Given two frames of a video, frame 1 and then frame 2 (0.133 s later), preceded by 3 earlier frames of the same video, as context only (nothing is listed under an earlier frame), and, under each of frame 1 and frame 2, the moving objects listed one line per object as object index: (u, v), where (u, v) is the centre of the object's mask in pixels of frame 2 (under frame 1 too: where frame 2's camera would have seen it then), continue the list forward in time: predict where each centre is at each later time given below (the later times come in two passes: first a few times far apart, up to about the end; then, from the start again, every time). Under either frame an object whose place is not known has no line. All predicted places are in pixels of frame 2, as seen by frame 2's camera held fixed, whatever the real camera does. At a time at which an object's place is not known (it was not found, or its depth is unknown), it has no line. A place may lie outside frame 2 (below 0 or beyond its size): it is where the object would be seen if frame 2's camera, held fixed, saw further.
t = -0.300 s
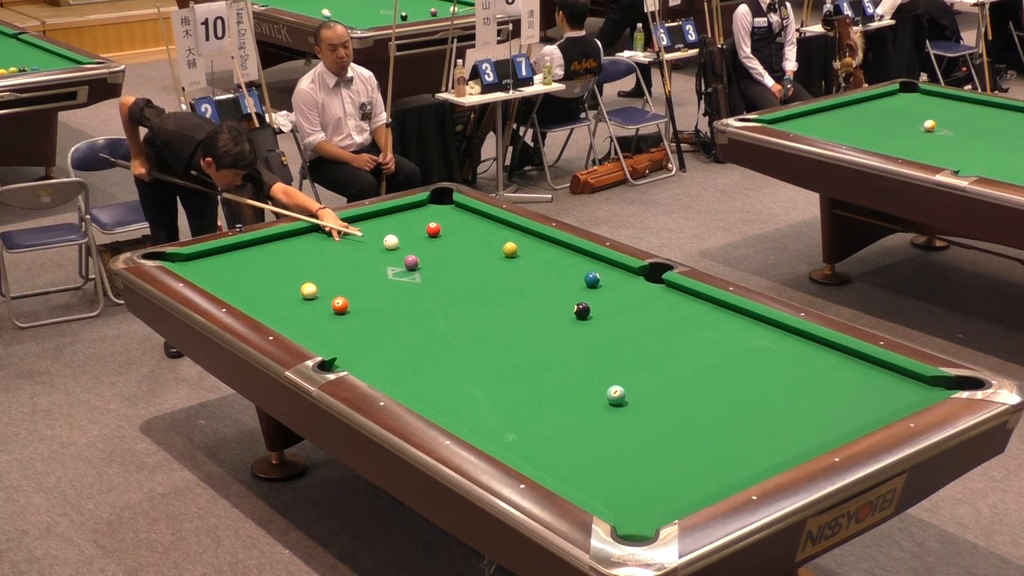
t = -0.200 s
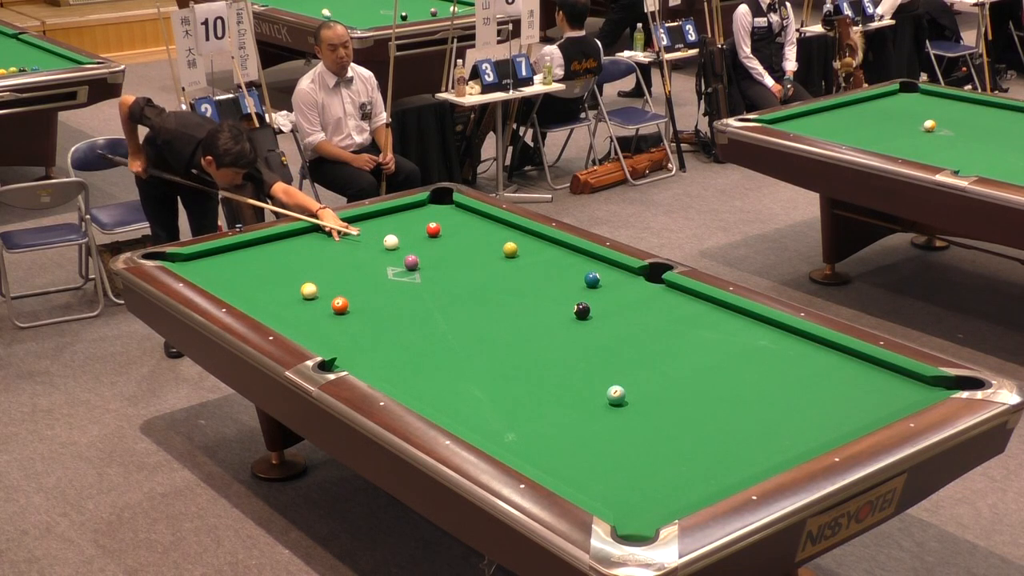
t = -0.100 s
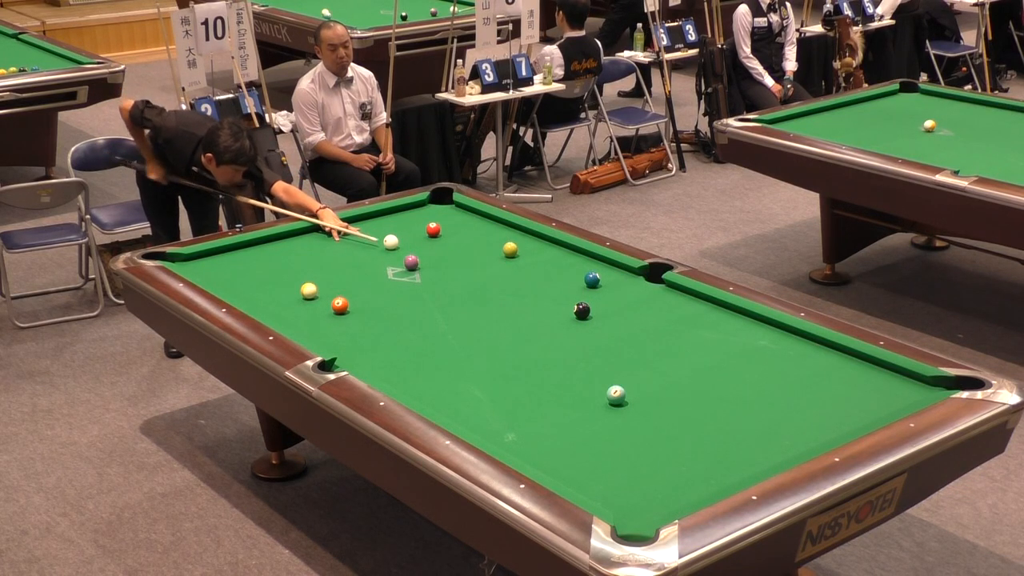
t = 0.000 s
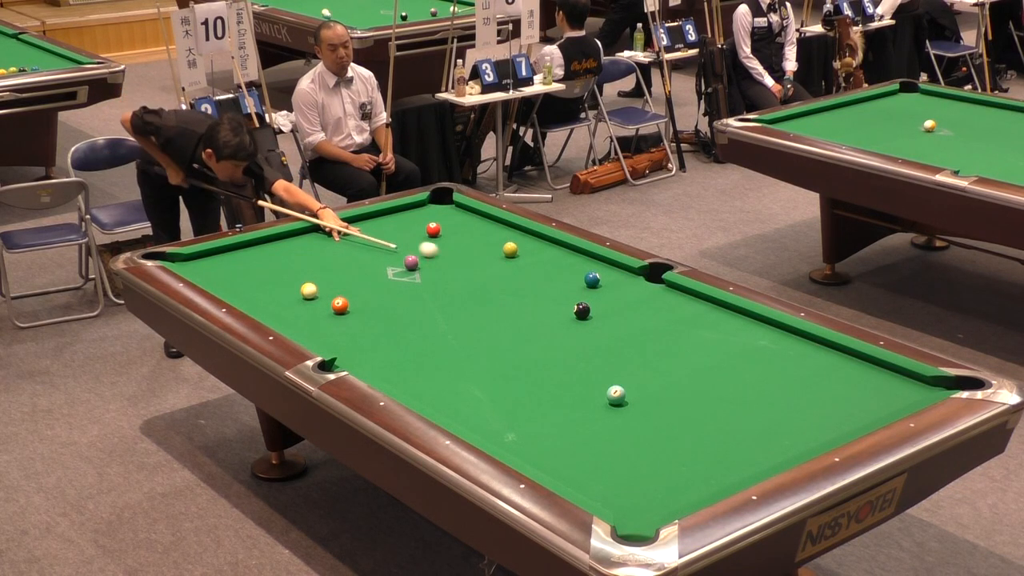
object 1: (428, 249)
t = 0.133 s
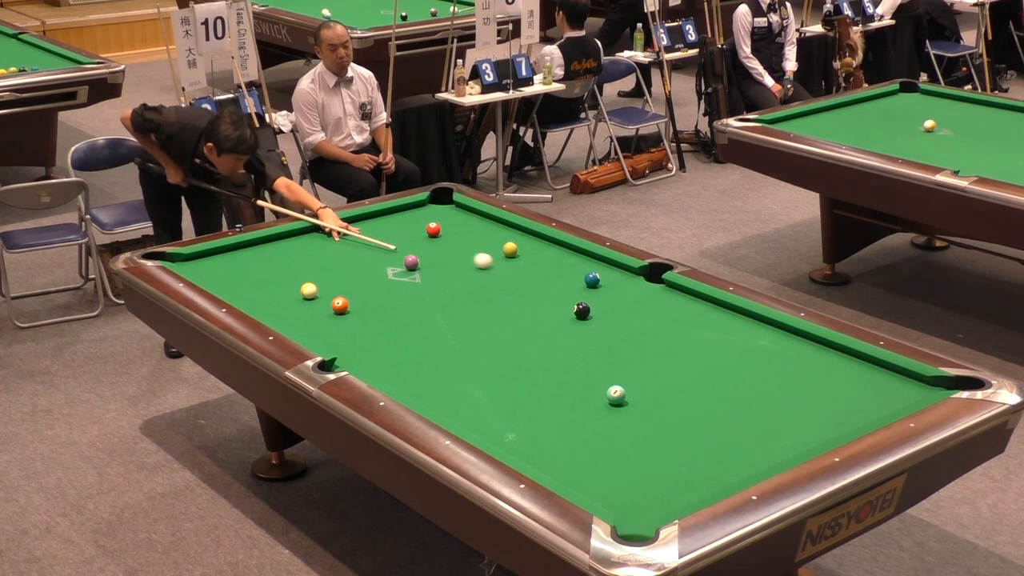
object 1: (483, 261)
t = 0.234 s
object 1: (519, 268)
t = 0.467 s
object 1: (583, 287)
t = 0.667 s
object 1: (616, 306)
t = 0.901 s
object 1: (656, 331)
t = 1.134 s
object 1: (700, 357)
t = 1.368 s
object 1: (748, 385)
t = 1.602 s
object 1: (798, 415)
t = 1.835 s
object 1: (804, 431)
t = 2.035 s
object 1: (758, 426)
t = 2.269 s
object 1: (707, 421)
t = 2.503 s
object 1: (659, 416)
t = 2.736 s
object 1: (614, 413)
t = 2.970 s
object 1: (571, 408)
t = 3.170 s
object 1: (536, 405)
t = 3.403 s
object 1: (497, 402)
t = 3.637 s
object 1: (460, 399)
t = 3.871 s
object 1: (426, 395)
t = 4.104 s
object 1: (411, 388)
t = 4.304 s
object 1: (409, 381)
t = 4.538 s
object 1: (408, 373)
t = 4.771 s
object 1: (407, 366)
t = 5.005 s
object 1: (406, 360)
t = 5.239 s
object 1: (406, 354)
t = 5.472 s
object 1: (405, 349)
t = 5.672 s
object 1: (405, 345)
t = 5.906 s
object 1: (405, 341)
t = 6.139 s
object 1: (405, 338)
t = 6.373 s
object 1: (405, 336)
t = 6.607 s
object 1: (405, 334)
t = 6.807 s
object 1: (404, 332)
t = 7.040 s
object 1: (404, 331)
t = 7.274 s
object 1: (404, 331)
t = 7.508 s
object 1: (405, 331)
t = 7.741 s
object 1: (405, 331)
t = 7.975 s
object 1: (404, 331)
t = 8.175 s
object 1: (404, 331)
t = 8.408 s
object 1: (404, 331)
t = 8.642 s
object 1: (404, 331)
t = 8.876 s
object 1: (404, 331)
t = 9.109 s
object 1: (404, 331)
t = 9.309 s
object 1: (404, 331)
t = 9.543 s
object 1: (404, 331)
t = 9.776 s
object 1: (404, 331)
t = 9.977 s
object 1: (404, 331)
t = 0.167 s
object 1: (495, 264)
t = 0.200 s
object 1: (507, 266)
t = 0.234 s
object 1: (519, 268)
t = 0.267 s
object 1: (530, 271)
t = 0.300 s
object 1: (541, 273)
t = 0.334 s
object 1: (552, 275)
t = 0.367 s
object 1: (563, 278)
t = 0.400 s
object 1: (574, 280)
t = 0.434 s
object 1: (579, 283)
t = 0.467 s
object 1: (583, 287)
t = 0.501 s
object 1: (588, 290)
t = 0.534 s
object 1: (594, 293)
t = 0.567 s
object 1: (599, 296)
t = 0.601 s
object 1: (604, 300)
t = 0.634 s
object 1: (610, 303)
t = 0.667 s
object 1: (616, 306)
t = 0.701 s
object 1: (621, 310)
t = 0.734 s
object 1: (627, 313)
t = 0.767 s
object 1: (633, 317)
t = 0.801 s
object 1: (639, 320)
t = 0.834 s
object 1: (645, 324)
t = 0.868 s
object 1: (651, 327)
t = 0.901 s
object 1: (656, 331)
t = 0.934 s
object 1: (662, 334)
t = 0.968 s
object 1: (669, 338)
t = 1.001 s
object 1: (675, 342)
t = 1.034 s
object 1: (681, 345)
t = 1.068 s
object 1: (687, 349)
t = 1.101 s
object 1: (694, 353)
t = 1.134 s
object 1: (700, 357)
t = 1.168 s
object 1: (707, 361)
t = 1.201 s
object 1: (713, 365)
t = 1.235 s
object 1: (720, 369)
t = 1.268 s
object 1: (727, 373)
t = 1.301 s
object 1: (733, 377)
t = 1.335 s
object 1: (740, 381)
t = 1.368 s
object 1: (748, 385)
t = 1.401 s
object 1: (754, 389)
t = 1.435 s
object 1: (761, 393)
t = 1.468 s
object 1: (769, 398)
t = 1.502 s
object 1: (776, 402)
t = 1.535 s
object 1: (783, 406)
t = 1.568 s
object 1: (791, 410)
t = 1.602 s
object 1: (798, 415)
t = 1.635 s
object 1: (806, 420)
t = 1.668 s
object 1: (813, 424)
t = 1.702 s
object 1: (821, 428)
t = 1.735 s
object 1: (828, 431)
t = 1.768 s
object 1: (823, 432)
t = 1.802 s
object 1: (813, 432)
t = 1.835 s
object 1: (804, 431)
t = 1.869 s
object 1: (796, 429)
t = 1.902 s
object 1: (788, 429)
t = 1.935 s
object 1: (781, 428)
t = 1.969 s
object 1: (773, 427)
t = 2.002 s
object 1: (765, 427)
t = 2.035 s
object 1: (758, 426)
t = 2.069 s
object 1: (751, 425)
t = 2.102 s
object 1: (743, 424)
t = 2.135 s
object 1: (736, 424)
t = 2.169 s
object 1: (729, 423)
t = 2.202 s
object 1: (721, 422)
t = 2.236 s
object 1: (714, 422)
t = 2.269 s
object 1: (707, 421)
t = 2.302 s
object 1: (700, 420)
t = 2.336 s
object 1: (693, 420)
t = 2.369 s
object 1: (686, 419)
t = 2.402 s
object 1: (679, 418)
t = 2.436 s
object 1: (673, 418)
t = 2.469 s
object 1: (666, 417)
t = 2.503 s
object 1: (659, 416)
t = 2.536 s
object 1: (653, 416)
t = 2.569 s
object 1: (646, 415)
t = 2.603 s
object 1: (640, 415)
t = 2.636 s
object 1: (633, 414)
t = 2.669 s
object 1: (626, 414)
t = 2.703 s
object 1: (620, 413)
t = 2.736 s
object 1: (614, 413)
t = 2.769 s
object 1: (607, 412)
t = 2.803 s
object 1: (601, 411)
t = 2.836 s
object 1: (595, 411)
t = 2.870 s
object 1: (589, 410)
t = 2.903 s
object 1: (583, 409)
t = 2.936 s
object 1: (577, 409)
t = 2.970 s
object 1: (571, 408)
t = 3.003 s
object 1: (565, 408)
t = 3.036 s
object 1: (559, 407)
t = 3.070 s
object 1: (553, 407)
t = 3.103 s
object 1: (547, 406)
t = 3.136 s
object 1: (542, 406)
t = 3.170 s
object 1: (536, 405)
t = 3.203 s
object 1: (530, 405)
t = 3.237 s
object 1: (524, 404)
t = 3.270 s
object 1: (519, 404)
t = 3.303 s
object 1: (513, 403)
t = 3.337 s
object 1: (508, 403)
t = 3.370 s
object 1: (503, 402)
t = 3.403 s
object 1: (497, 402)
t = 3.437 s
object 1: (492, 401)
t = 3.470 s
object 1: (486, 401)
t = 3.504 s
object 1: (481, 400)
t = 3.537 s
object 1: (476, 400)
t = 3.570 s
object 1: (470, 399)
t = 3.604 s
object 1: (465, 399)
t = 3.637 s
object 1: (460, 399)
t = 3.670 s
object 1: (455, 398)
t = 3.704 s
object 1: (450, 398)
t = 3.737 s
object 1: (445, 397)
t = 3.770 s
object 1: (440, 397)
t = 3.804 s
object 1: (435, 397)
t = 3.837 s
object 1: (430, 396)
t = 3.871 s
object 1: (426, 395)
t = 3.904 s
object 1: (421, 394)
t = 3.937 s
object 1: (416, 394)
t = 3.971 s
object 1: (412, 392)
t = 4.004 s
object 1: (412, 391)
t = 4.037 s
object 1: (411, 390)
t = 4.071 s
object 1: (411, 389)
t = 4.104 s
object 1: (411, 388)
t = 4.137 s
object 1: (410, 387)
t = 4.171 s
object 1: (410, 386)
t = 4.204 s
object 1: (410, 385)
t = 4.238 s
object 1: (410, 384)
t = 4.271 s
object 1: (409, 383)
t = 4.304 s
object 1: (409, 381)
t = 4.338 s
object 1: (409, 380)
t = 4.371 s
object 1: (409, 379)
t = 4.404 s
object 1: (409, 378)
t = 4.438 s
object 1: (408, 377)
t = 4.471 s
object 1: (408, 376)
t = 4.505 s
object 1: (408, 375)
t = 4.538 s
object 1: (408, 373)
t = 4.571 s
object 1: (408, 372)
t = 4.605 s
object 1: (408, 371)
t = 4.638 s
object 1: (408, 370)
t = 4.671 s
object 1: (407, 369)
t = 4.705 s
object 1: (407, 368)
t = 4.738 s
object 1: (407, 367)
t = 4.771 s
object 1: (407, 366)
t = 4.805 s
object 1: (407, 365)
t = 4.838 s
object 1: (407, 365)
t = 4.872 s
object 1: (407, 363)
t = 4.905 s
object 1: (407, 362)
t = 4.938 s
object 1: (406, 361)
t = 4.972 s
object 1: (406, 361)
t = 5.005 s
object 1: (406, 360)
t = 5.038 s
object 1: (406, 359)
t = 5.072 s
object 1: (406, 358)
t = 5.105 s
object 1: (406, 357)
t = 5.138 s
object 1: (406, 356)
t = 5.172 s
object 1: (406, 356)
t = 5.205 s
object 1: (406, 355)
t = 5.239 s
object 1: (406, 354)
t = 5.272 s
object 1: (406, 353)
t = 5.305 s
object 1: (406, 353)
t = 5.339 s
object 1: (405, 352)
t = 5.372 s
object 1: (406, 351)
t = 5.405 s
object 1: (406, 350)
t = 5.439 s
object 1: (405, 350)
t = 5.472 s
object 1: (405, 349)
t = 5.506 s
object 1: (405, 349)
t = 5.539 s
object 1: (405, 348)
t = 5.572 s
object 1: (405, 347)
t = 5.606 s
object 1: (405, 347)
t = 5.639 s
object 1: (405, 346)
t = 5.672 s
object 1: (405, 345)
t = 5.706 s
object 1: (405, 345)
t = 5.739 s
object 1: (405, 344)
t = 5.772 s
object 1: (405, 344)
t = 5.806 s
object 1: (405, 343)
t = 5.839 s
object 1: (405, 342)
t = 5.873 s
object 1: (405, 342)
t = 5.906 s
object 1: (405, 341)
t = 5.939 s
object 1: (405, 341)
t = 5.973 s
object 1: (405, 341)
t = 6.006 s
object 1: (405, 340)
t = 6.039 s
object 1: (405, 339)
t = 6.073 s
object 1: (405, 339)
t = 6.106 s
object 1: (405, 339)
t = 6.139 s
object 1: (405, 338)
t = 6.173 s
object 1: (405, 338)
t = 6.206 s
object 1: (405, 337)
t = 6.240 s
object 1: (405, 337)
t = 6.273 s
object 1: (405, 337)
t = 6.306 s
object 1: (405, 336)
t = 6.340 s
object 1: (405, 336)
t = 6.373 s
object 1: (405, 336)
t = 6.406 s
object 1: (405, 335)
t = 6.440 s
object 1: (405, 335)
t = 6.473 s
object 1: (405, 335)
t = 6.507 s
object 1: (405, 334)
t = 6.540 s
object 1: (405, 334)
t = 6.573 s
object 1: (405, 334)
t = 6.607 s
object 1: (405, 334)
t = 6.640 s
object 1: (405, 334)
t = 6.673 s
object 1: (405, 333)
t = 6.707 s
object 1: (405, 333)
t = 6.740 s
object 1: (405, 333)
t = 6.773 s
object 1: (405, 333)
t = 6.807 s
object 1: (404, 332)
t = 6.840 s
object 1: (405, 332)
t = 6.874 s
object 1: (405, 332)
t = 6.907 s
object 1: (404, 332)
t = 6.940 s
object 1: (404, 332)
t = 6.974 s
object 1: (404, 332)
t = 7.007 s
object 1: (404, 331)
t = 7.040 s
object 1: (404, 331)
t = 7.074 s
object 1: (404, 331)
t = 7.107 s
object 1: (404, 331)
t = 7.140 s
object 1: (404, 331)
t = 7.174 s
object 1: (404, 331)
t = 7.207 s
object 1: (404, 331)
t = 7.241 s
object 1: (404, 331)
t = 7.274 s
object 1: (404, 331)
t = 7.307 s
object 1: (404, 331)
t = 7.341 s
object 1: (405, 331)
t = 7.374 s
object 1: (404, 331)
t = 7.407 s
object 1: (405, 331)
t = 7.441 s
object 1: (405, 331)
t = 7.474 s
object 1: (405, 331)
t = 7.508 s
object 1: (405, 331)
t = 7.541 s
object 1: (405, 331)
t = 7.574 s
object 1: (405, 331)
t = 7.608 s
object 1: (404, 331)
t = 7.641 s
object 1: (405, 331)
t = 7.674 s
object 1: (404, 331)
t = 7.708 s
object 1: (404, 331)
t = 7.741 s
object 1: (405, 331)
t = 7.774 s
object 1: (405, 331)
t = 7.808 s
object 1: (404, 331)
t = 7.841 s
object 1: (405, 331)
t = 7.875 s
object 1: (405, 331)
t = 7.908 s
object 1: (405, 331)
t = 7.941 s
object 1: (405, 331)
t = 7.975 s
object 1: (404, 331)
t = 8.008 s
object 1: (404, 331)
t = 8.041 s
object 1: (404, 331)
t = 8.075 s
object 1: (405, 331)
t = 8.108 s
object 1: (405, 331)
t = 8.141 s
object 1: (404, 331)
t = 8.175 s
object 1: (404, 331)
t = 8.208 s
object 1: (404, 331)
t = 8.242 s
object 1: (404, 331)
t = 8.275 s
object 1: (404, 331)
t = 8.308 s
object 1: (404, 331)
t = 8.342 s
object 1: (404, 331)
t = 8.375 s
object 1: (404, 331)
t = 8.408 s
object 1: (404, 331)
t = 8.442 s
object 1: (404, 331)
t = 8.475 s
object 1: (404, 331)
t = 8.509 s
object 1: (404, 331)
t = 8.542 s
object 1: (404, 331)
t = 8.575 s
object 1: (404, 331)
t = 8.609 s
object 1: (404, 331)
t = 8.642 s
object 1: (404, 331)
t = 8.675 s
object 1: (404, 331)
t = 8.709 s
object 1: (404, 331)
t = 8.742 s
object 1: (404, 331)
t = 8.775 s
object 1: (404, 331)
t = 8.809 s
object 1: (404, 331)
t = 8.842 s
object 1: (404, 331)
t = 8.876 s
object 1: (404, 331)
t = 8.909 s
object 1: (404, 331)
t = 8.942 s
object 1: (404, 331)
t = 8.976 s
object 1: (404, 331)
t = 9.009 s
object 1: (404, 331)
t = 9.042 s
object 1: (404, 331)
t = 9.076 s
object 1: (404, 331)
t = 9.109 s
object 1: (404, 331)
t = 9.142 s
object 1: (404, 331)
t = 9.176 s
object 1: (404, 331)
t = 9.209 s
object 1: (404, 331)
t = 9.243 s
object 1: (404, 331)
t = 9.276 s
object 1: (404, 331)
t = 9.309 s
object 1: (404, 331)
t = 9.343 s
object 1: (404, 331)
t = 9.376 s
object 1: (405, 331)
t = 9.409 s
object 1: (404, 331)
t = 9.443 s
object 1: (404, 331)
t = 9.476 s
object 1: (404, 331)
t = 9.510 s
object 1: (404, 331)
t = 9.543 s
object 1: (404, 331)
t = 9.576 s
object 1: (404, 331)
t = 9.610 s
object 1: (404, 331)
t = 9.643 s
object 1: (404, 331)
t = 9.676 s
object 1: (404, 331)
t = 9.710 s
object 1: (404, 331)
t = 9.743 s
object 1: (404, 331)
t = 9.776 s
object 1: (404, 331)
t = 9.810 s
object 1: (404, 331)
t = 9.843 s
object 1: (404, 331)
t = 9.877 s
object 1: (404, 331)
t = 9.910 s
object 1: (404, 331)
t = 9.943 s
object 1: (404, 331)
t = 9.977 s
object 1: (404, 331)
